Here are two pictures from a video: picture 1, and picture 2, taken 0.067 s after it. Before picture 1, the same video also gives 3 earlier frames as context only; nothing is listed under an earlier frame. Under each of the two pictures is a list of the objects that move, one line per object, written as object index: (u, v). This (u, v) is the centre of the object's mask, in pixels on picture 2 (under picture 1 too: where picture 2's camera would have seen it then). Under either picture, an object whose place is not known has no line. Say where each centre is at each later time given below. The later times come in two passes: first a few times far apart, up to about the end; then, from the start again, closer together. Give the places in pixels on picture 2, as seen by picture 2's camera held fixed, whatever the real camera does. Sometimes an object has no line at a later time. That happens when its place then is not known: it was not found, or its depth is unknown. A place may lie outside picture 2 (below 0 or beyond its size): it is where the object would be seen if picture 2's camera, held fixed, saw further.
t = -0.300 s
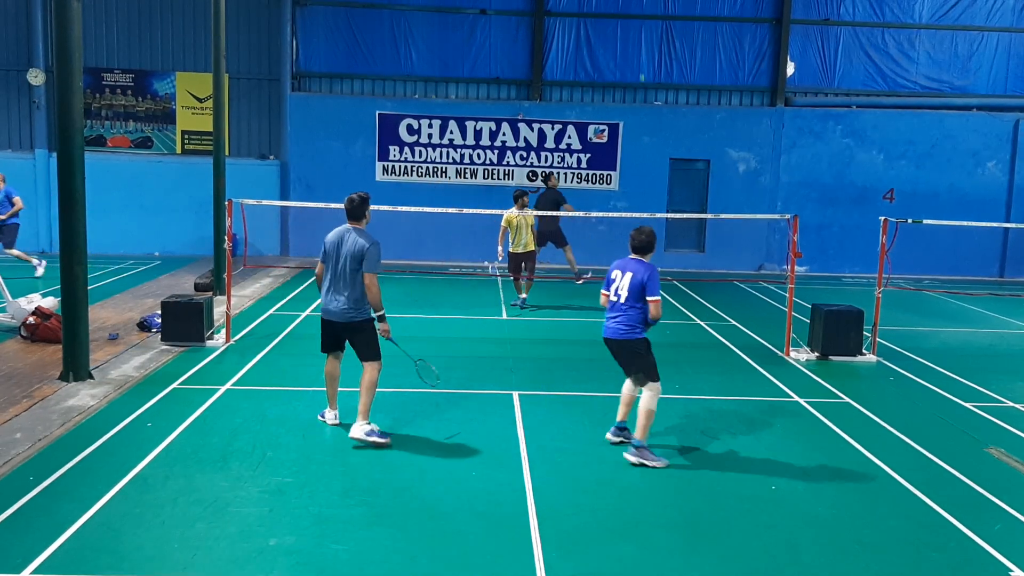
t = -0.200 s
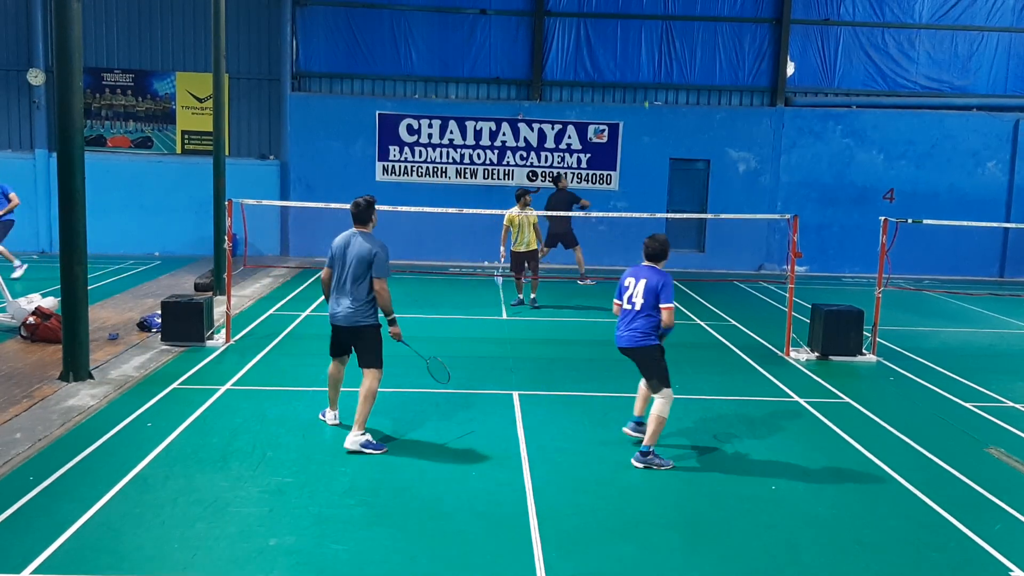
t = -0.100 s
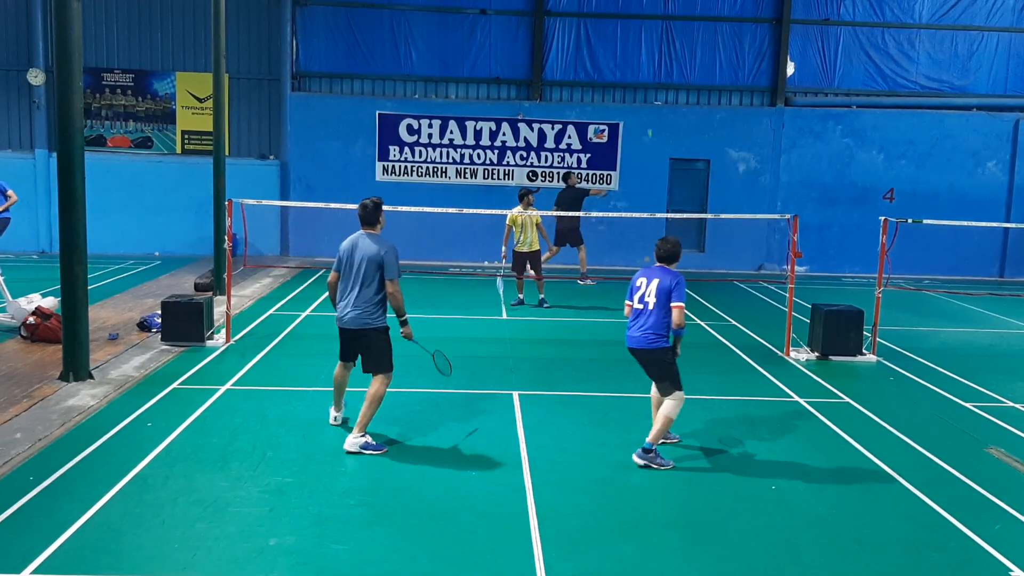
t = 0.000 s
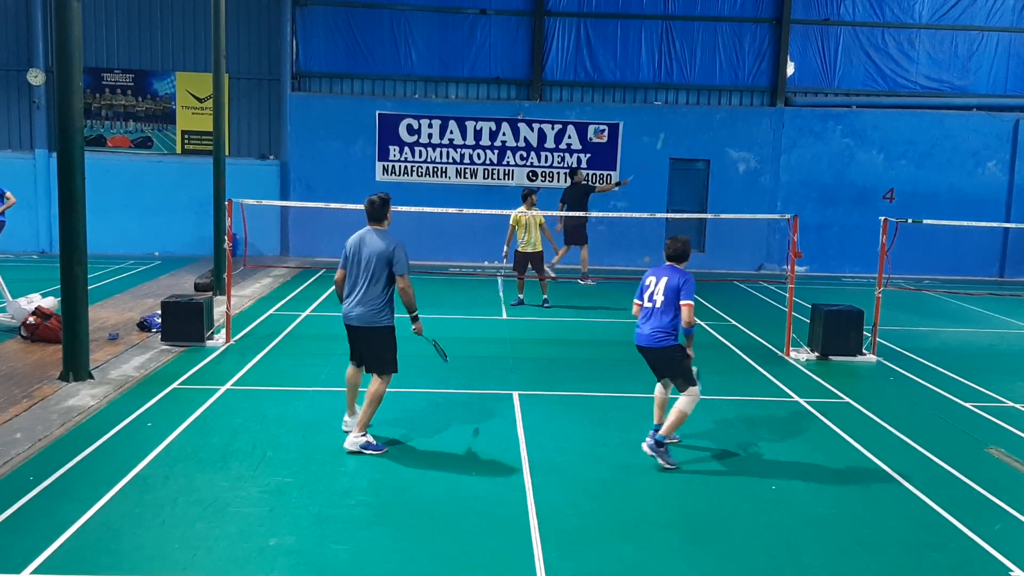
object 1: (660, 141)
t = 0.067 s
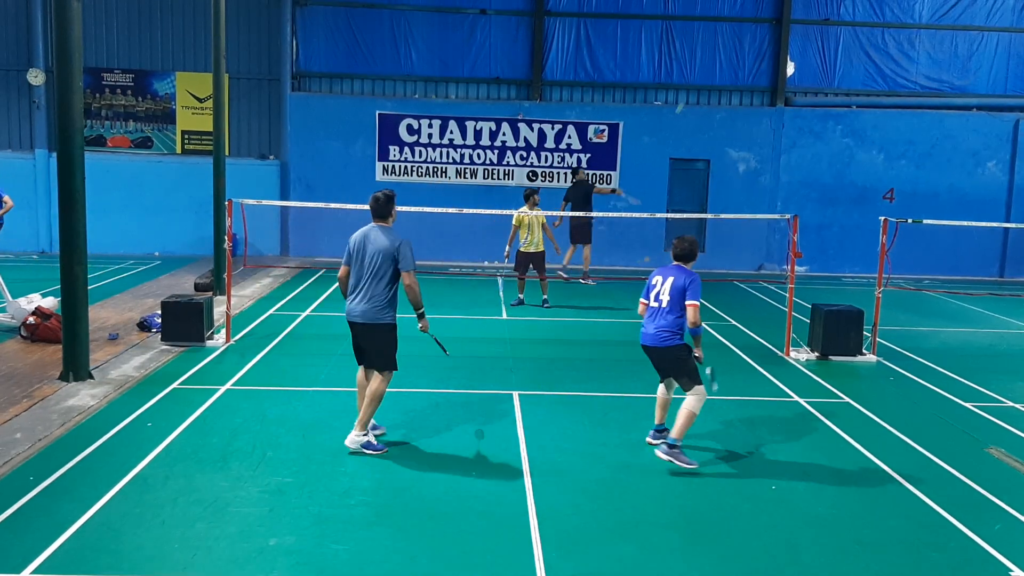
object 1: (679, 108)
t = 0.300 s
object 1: (737, 37)
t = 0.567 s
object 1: (792, 33)
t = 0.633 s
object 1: (805, 45)
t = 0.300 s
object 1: (737, 37)
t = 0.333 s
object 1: (744, 33)
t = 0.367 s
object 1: (751, 29)
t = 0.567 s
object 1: (792, 33)
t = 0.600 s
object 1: (799, 38)
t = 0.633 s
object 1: (805, 45)
